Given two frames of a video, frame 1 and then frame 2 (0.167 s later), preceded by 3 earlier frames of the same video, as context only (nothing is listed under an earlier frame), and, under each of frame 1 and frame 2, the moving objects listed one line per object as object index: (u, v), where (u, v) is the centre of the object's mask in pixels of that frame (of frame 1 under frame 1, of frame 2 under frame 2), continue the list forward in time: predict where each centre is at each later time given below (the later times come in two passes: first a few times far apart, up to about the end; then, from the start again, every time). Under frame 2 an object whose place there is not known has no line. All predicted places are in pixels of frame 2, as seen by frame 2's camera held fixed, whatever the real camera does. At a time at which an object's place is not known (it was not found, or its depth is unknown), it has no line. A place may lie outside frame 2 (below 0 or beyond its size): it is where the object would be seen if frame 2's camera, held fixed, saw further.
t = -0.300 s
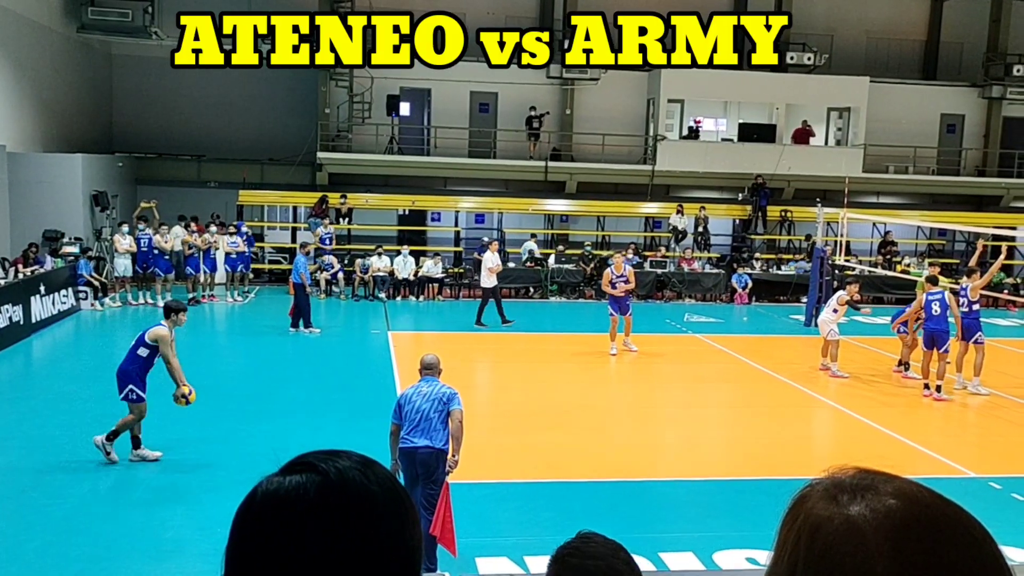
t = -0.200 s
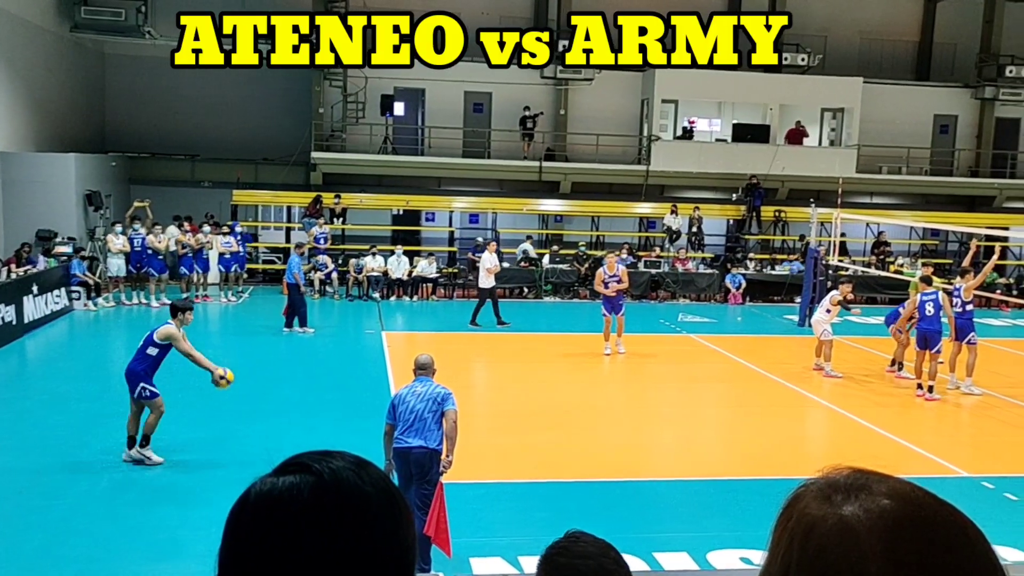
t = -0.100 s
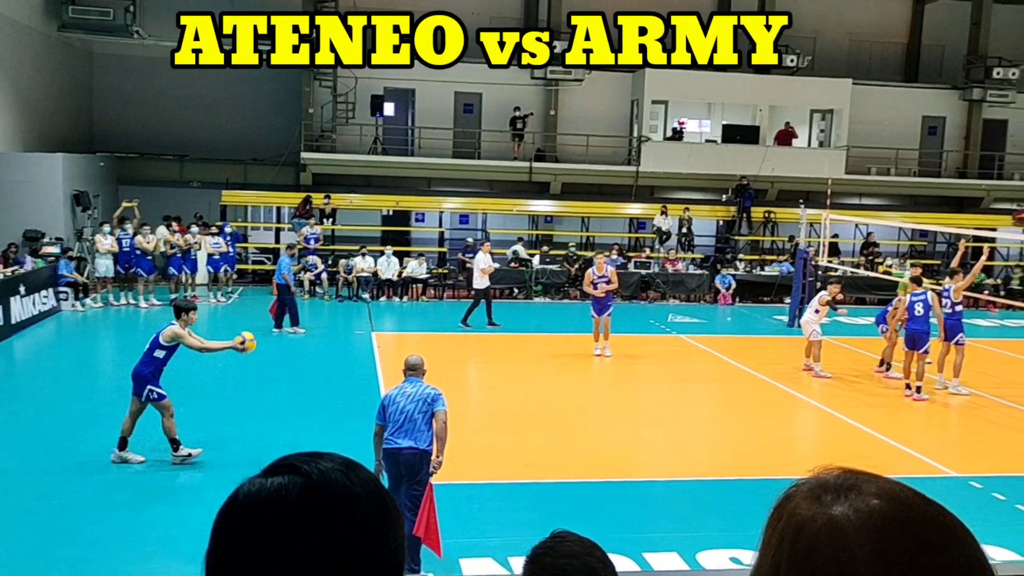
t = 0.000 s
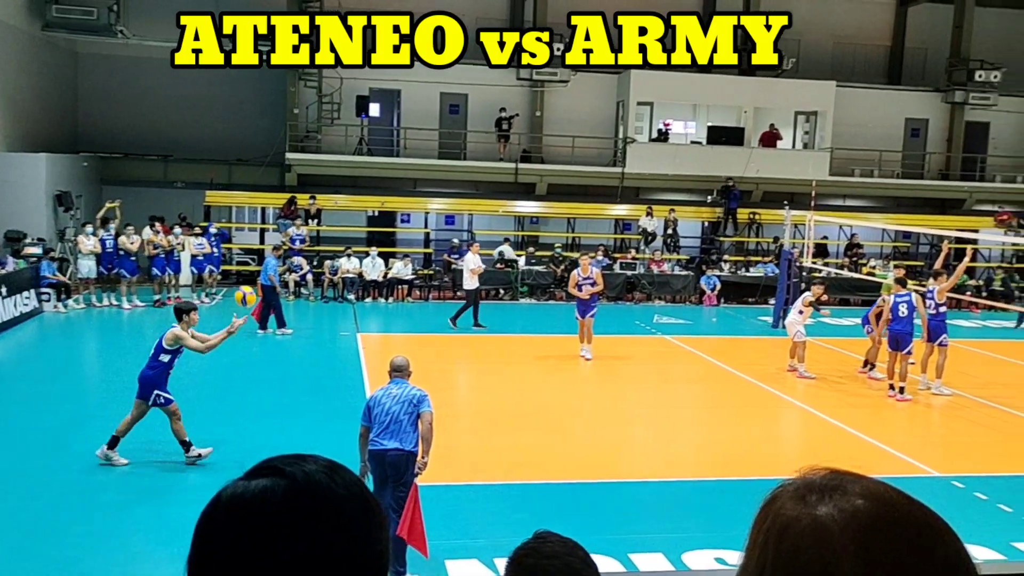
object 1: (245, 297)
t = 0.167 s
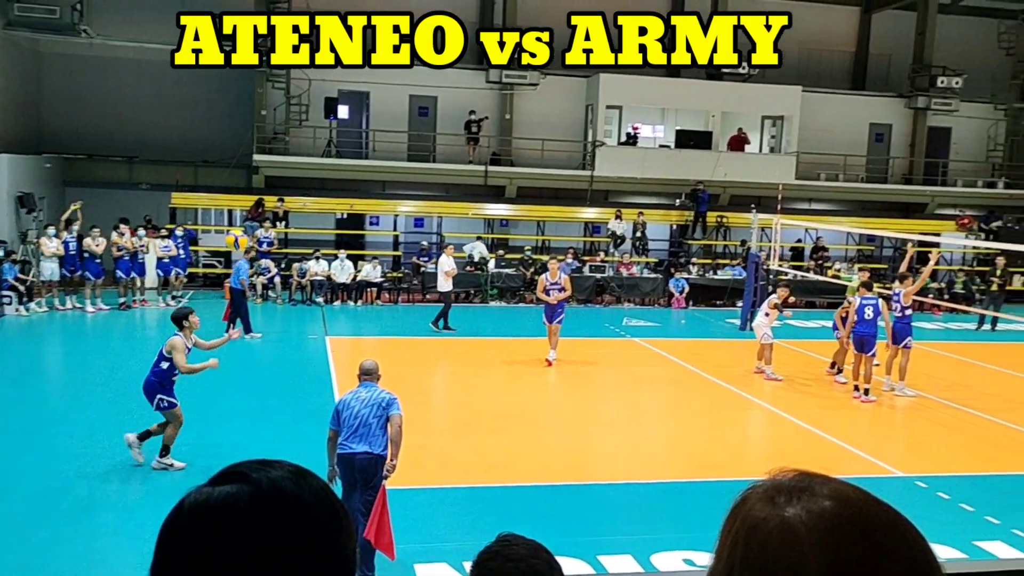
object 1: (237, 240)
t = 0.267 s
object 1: (251, 218)
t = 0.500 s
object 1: (283, 203)
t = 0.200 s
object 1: (241, 232)
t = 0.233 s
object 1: (246, 224)
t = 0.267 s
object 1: (251, 218)
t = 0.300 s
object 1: (255, 213)
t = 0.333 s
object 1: (260, 209)
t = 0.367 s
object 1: (265, 205)
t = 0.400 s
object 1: (269, 203)
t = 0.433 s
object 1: (274, 202)
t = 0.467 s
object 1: (278, 202)
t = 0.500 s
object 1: (283, 203)
